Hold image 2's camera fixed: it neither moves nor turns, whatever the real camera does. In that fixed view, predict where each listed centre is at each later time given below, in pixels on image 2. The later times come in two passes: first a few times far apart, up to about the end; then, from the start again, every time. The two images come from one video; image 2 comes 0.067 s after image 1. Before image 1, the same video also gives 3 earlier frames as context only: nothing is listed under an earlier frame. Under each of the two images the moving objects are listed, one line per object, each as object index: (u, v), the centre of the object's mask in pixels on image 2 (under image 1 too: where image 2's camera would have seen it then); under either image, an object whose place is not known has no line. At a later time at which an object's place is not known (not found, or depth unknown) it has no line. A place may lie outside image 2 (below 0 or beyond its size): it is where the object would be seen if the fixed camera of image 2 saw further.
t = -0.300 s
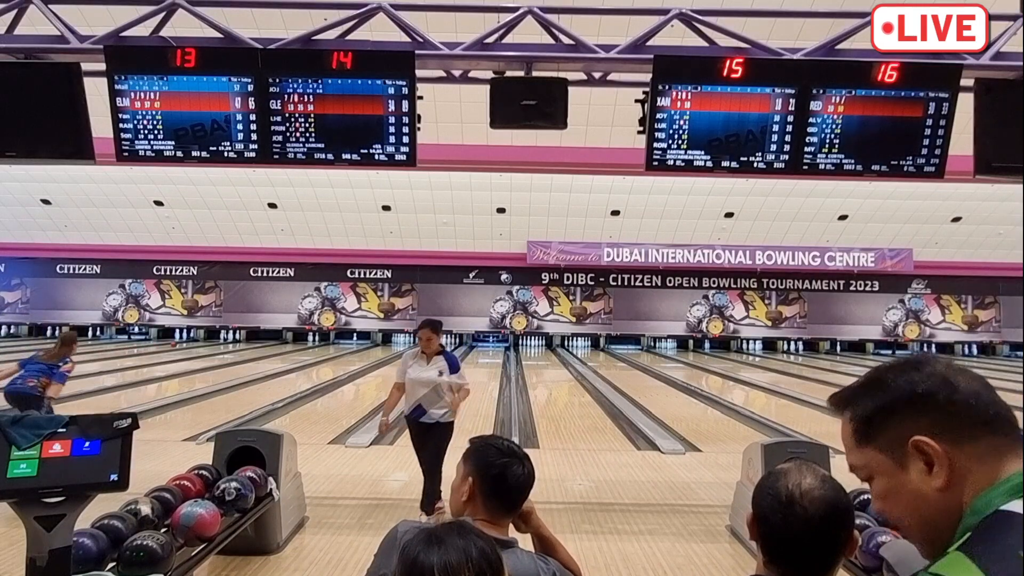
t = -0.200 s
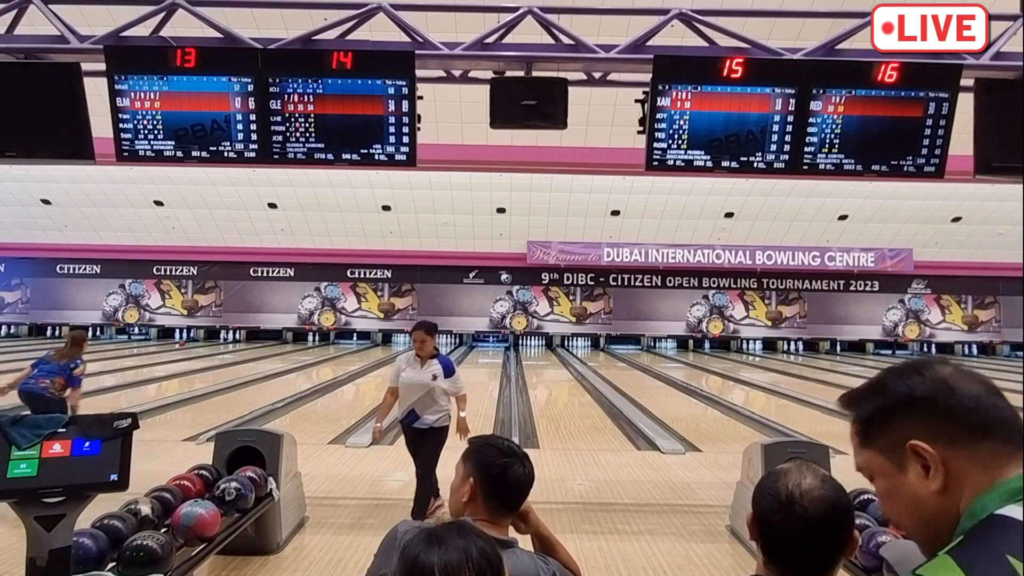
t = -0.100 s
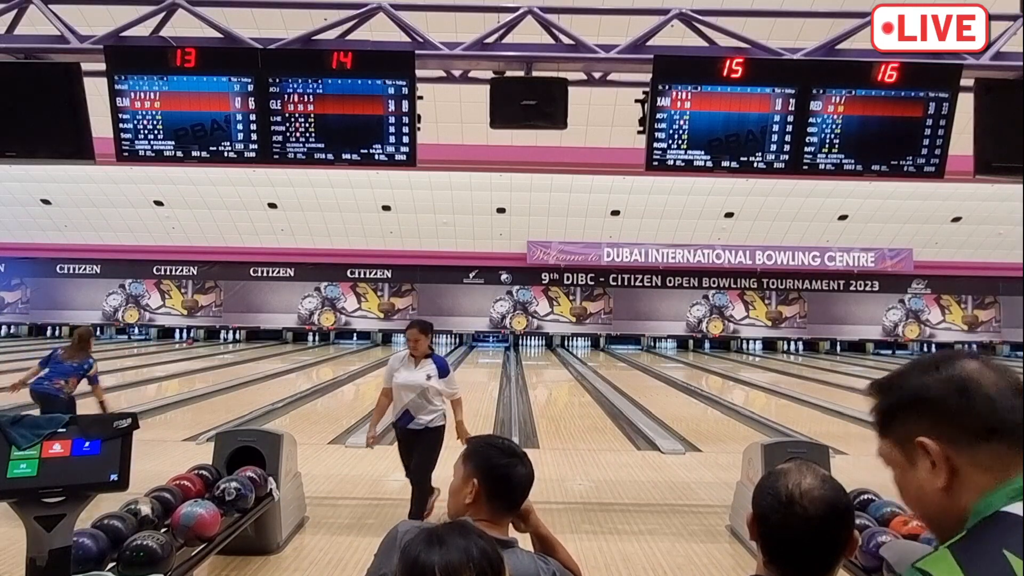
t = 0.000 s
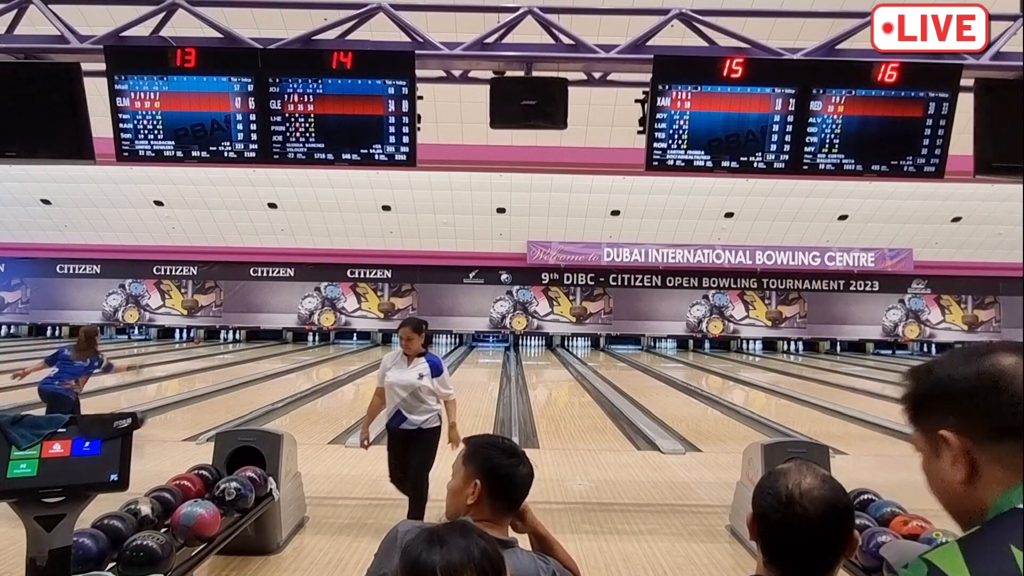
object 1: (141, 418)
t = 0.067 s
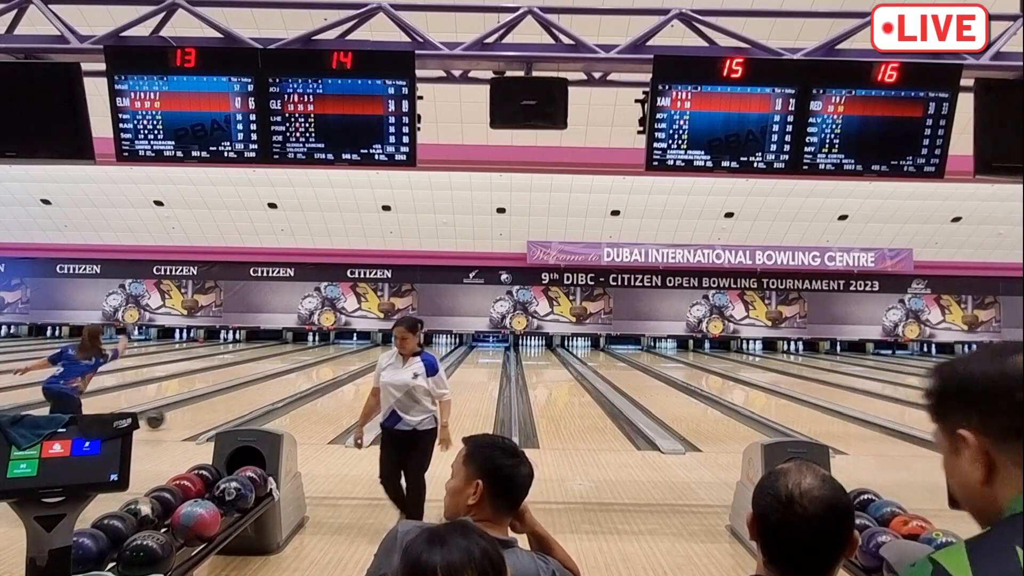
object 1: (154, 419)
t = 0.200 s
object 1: (189, 411)
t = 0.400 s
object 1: (229, 399)
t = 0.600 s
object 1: (261, 389)
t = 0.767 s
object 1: (282, 382)
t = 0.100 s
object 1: (164, 419)
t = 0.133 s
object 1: (173, 416)
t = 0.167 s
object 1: (181, 414)
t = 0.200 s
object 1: (189, 411)
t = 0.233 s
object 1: (197, 409)
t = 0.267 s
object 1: (204, 407)
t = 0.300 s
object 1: (211, 405)
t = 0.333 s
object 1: (217, 402)
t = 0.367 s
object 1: (223, 401)
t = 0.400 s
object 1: (229, 399)
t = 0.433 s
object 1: (235, 397)
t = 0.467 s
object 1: (241, 395)
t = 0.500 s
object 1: (247, 393)
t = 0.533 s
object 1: (252, 392)
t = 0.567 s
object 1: (256, 390)
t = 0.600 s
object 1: (261, 389)
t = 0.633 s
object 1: (266, 387)
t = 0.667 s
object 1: (270, 386)
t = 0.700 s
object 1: (274, 385)
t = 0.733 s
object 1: (279, 383)
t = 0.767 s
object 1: (282, 382)
